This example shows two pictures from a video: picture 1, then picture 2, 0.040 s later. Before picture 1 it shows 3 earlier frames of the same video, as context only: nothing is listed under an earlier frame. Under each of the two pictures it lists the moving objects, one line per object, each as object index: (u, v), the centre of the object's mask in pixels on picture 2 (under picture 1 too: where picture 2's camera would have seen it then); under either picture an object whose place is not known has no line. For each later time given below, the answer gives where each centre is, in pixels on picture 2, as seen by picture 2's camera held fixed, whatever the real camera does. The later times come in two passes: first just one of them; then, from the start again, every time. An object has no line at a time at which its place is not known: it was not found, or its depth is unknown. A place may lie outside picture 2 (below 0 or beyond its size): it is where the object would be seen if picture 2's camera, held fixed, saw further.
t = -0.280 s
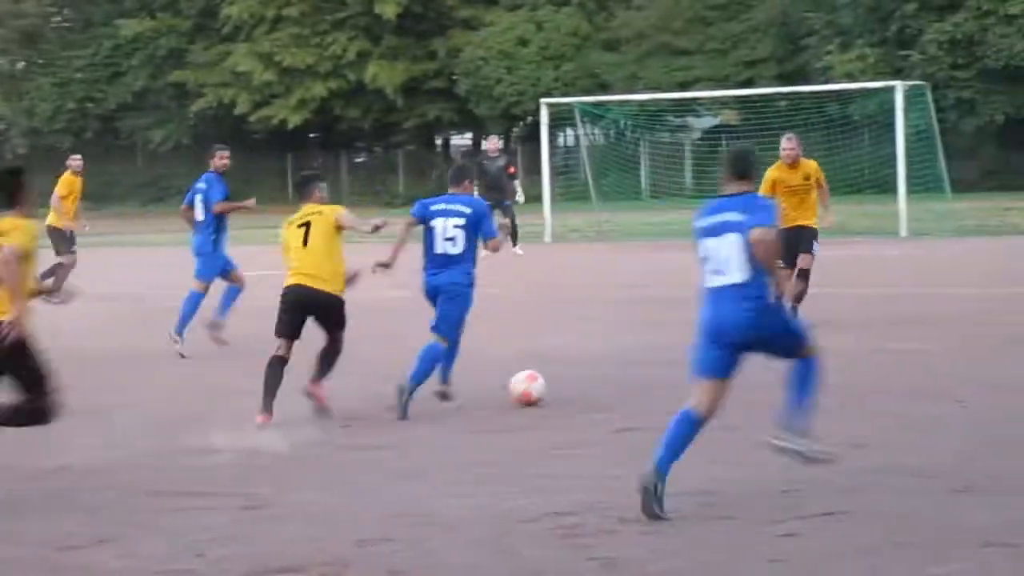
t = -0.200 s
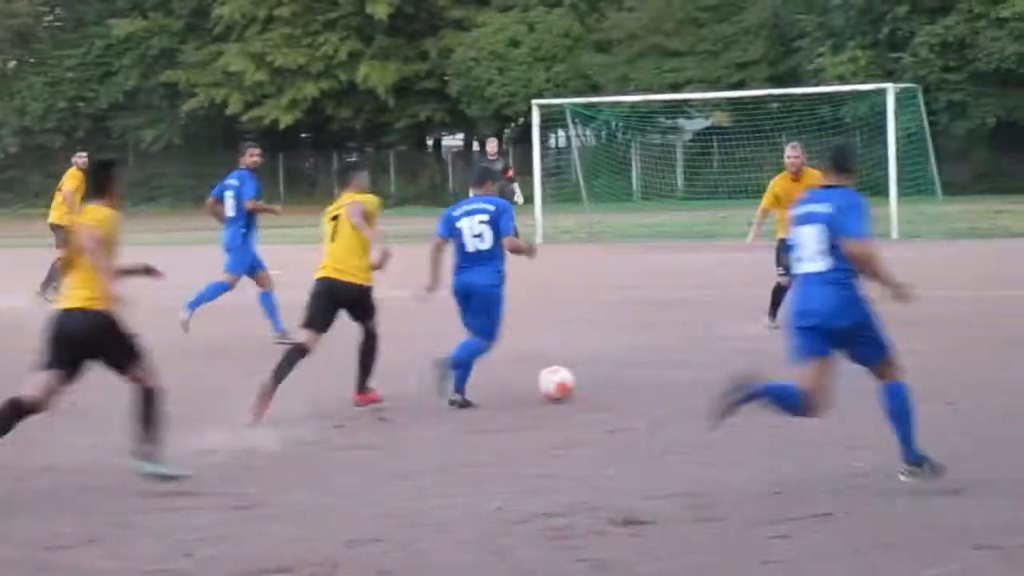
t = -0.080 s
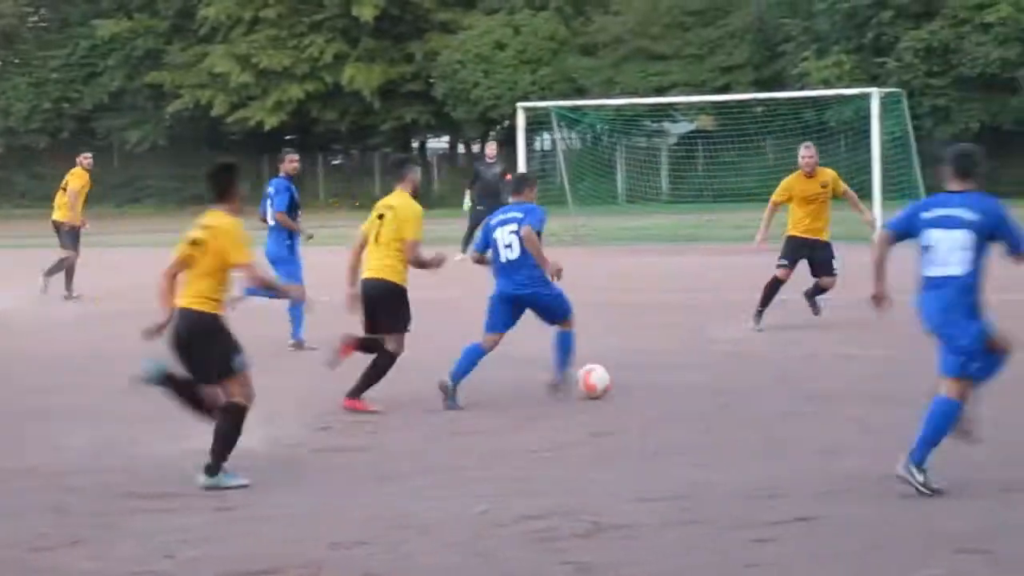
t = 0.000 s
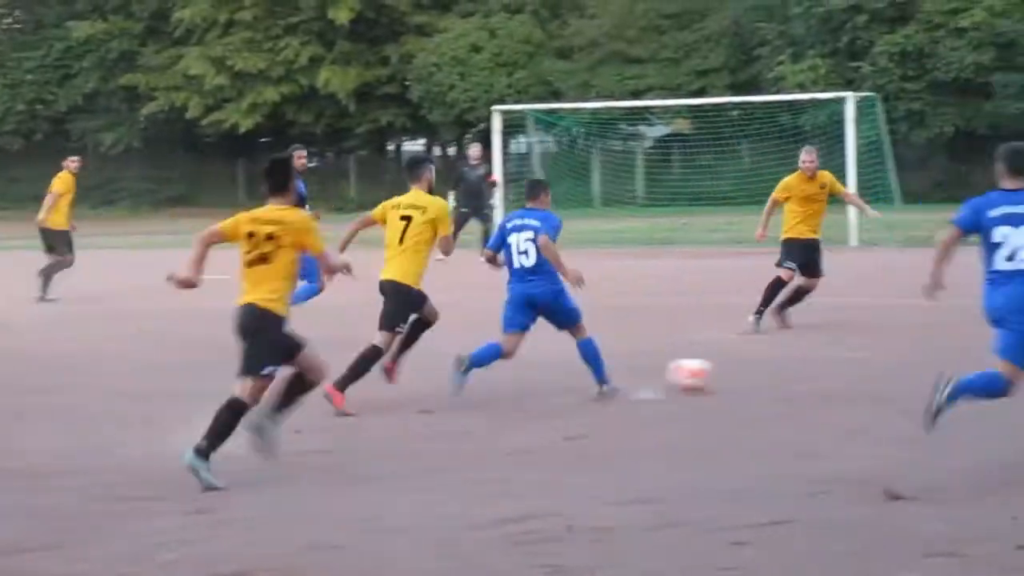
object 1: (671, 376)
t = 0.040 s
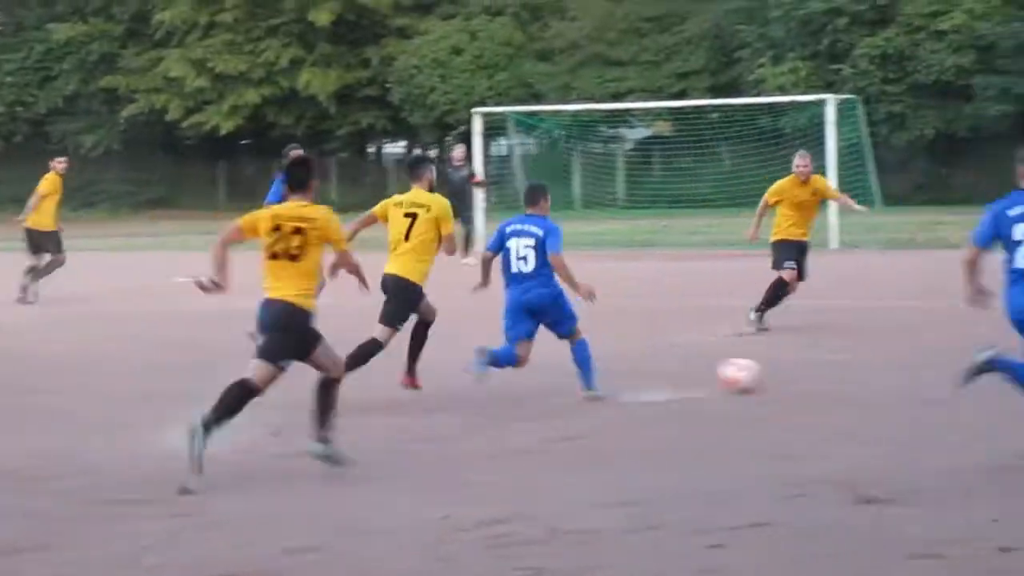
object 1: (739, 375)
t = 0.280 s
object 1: (1089, 355)
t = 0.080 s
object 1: (804, 372)
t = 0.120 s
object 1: (865, 368)
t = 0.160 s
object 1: (924, 365)
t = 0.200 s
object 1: (982, 363)
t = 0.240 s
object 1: (1036, 358)
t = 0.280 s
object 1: (1089, 355)
